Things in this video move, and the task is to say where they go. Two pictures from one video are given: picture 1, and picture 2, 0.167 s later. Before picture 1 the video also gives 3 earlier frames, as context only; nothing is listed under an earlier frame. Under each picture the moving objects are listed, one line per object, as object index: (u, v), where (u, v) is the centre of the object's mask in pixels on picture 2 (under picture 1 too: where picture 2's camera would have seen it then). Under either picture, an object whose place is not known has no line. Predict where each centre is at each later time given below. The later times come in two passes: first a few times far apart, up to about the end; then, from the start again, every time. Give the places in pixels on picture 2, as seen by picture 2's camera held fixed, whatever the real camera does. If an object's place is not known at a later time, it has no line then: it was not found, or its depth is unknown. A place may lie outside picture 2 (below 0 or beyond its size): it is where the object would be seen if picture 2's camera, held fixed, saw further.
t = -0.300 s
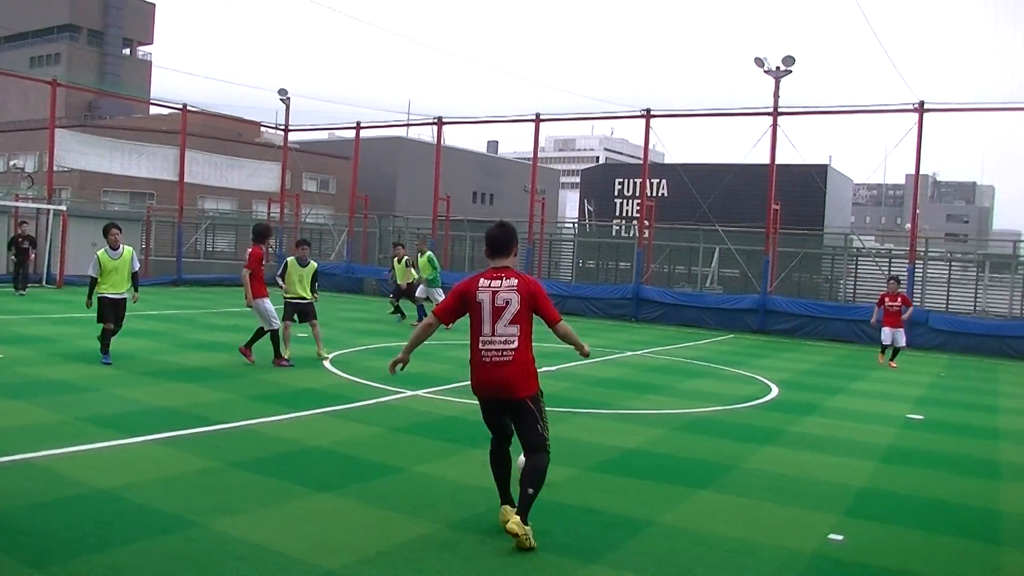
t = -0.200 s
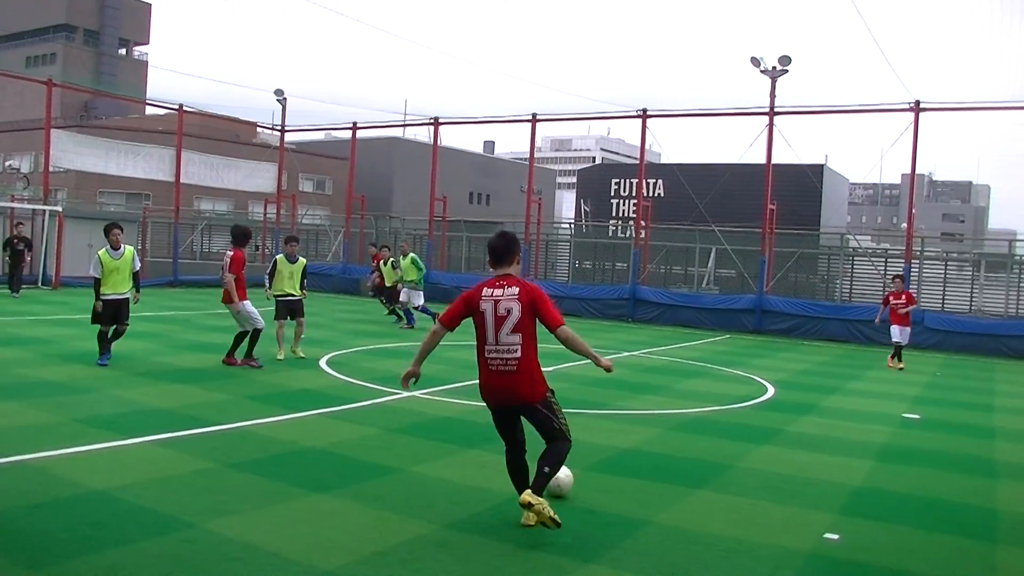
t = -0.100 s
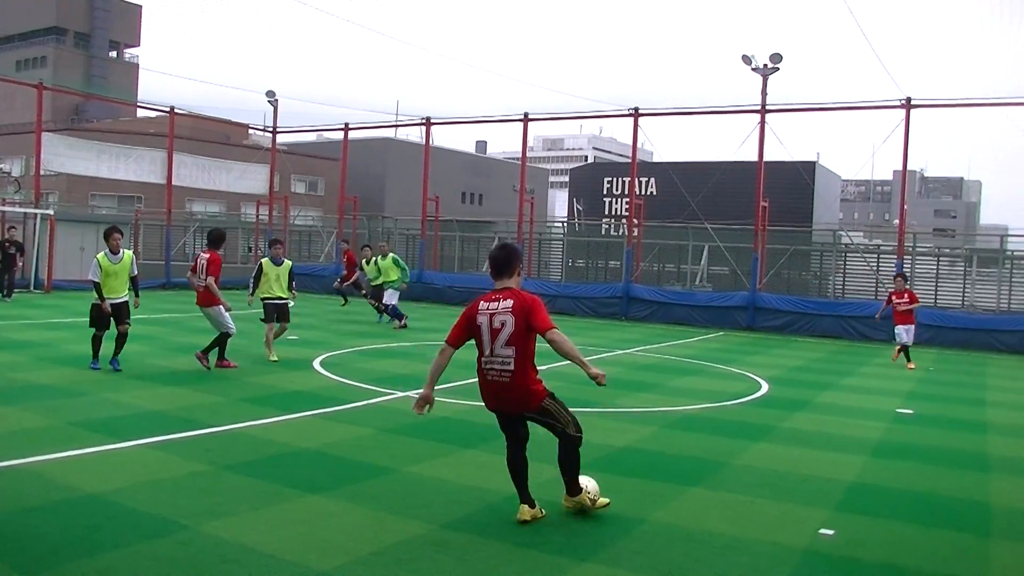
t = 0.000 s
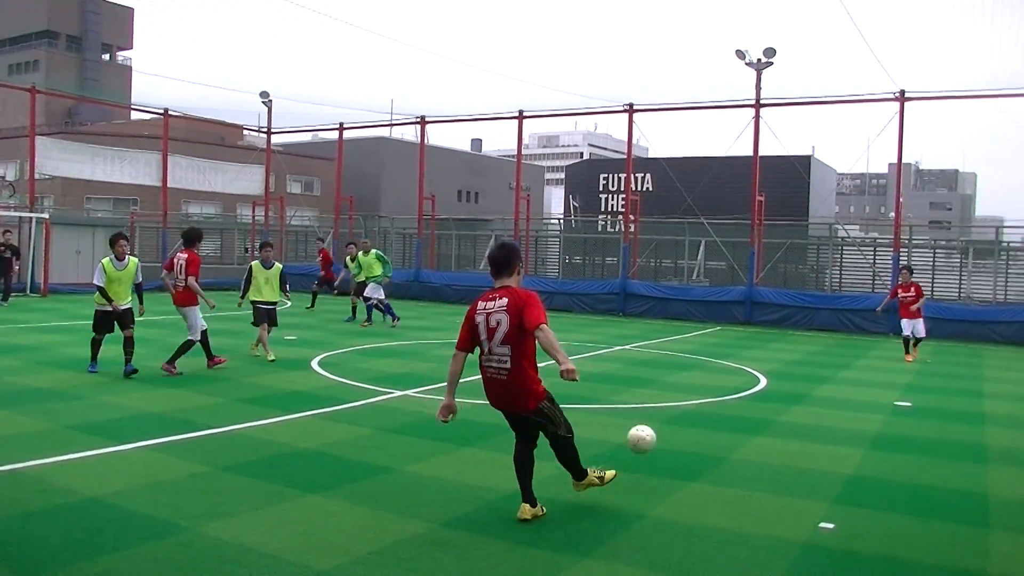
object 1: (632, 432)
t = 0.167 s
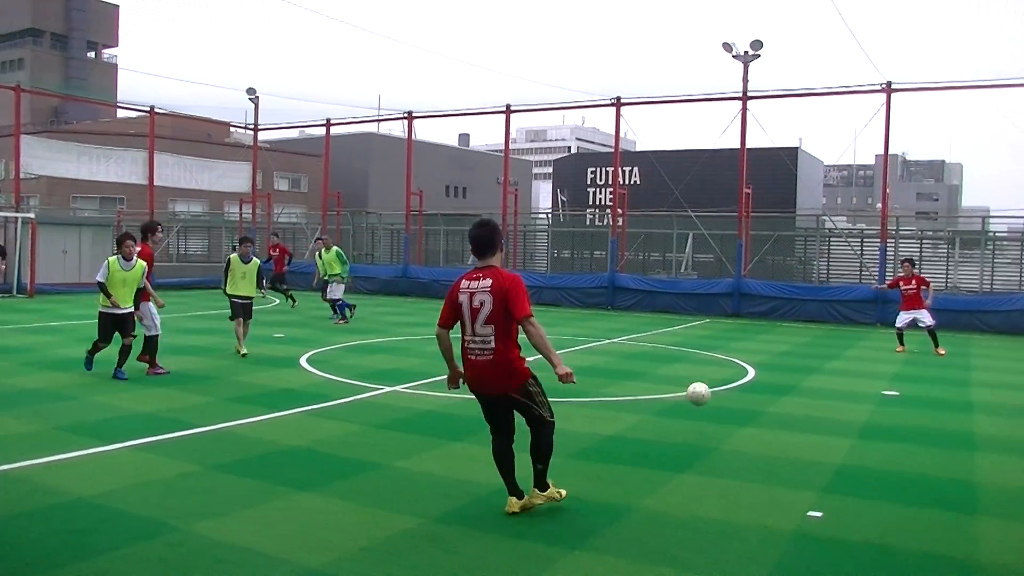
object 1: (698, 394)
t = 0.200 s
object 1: (708, 391)
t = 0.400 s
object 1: (755, 384)
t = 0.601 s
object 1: (789, 369)
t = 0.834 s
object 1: (817, 359)
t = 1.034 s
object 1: (834, 352)
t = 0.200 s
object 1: (708, 391)
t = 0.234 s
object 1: (717, 390)
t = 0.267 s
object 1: (726, 390)
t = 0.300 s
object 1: (734, 391)
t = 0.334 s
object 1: (741, 393)
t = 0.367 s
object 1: (749, 392)
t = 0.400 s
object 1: (755, 384)
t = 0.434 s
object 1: (761, 378)
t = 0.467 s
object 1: (768, 374)
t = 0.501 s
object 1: (773, 372)
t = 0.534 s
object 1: (778, 370)
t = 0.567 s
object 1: (784, 369)
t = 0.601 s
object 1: (789, 369)
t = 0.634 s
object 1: (793, 369)
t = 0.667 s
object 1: (797, 367)
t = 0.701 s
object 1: (801, 364)
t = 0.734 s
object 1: (805, 361)
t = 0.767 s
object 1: (810, 359)
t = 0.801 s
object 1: (813, 359)
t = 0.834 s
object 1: (817, 359)
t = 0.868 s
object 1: (820, 358)
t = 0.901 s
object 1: (823, 355)
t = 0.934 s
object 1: (826, 354)
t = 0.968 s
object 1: (829, 353)
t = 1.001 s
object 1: (831, 353)
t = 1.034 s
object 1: (834, 352)
